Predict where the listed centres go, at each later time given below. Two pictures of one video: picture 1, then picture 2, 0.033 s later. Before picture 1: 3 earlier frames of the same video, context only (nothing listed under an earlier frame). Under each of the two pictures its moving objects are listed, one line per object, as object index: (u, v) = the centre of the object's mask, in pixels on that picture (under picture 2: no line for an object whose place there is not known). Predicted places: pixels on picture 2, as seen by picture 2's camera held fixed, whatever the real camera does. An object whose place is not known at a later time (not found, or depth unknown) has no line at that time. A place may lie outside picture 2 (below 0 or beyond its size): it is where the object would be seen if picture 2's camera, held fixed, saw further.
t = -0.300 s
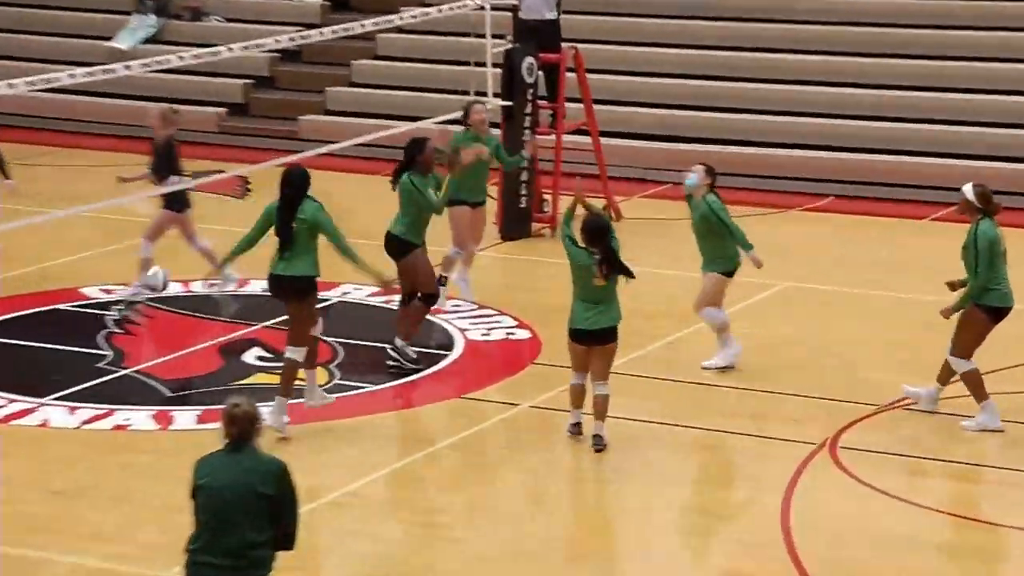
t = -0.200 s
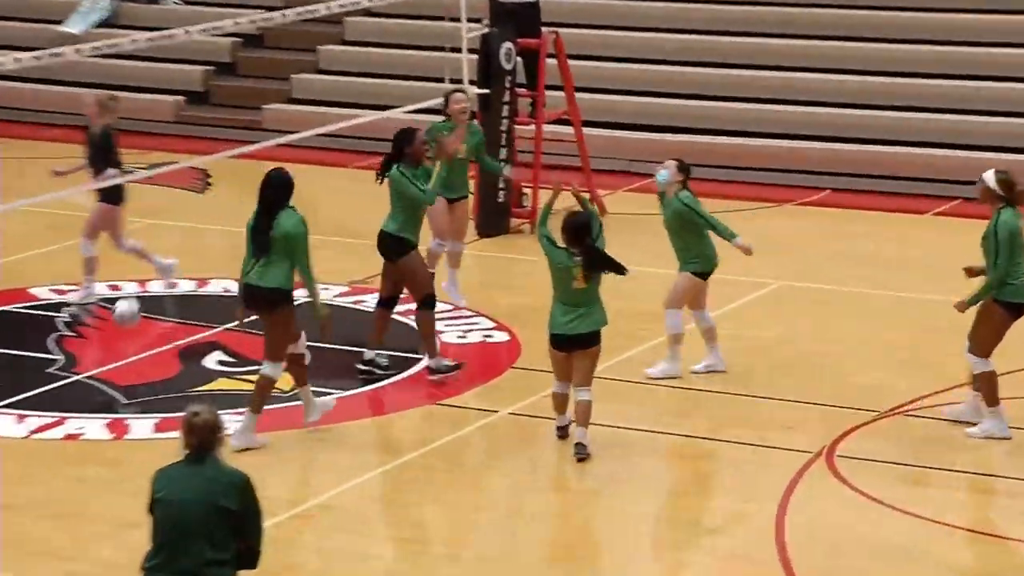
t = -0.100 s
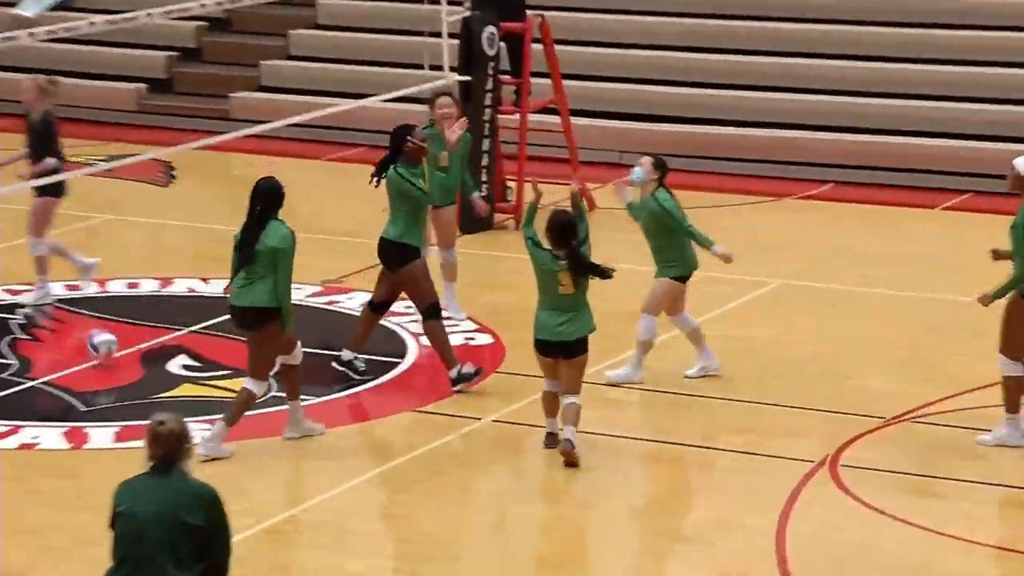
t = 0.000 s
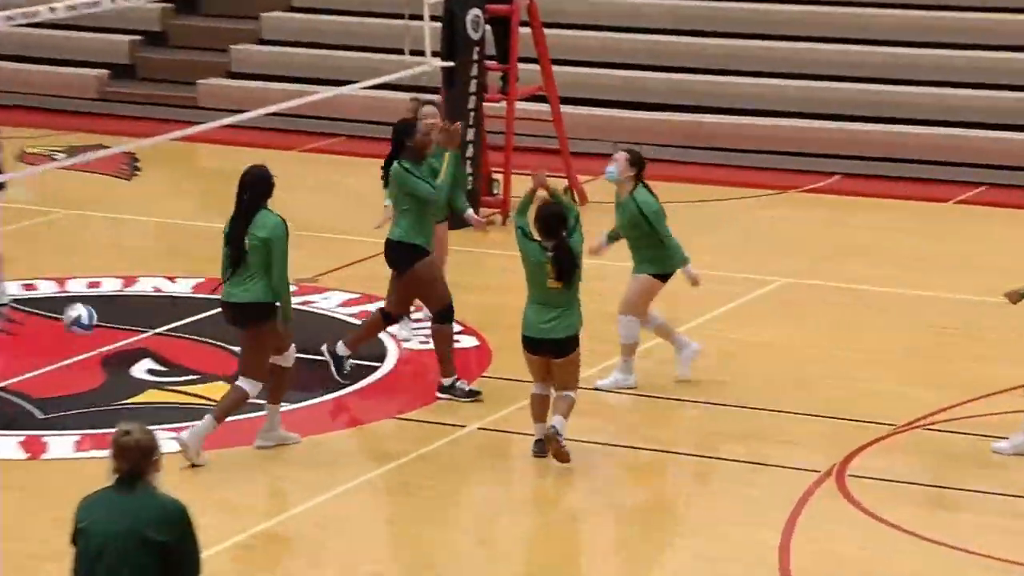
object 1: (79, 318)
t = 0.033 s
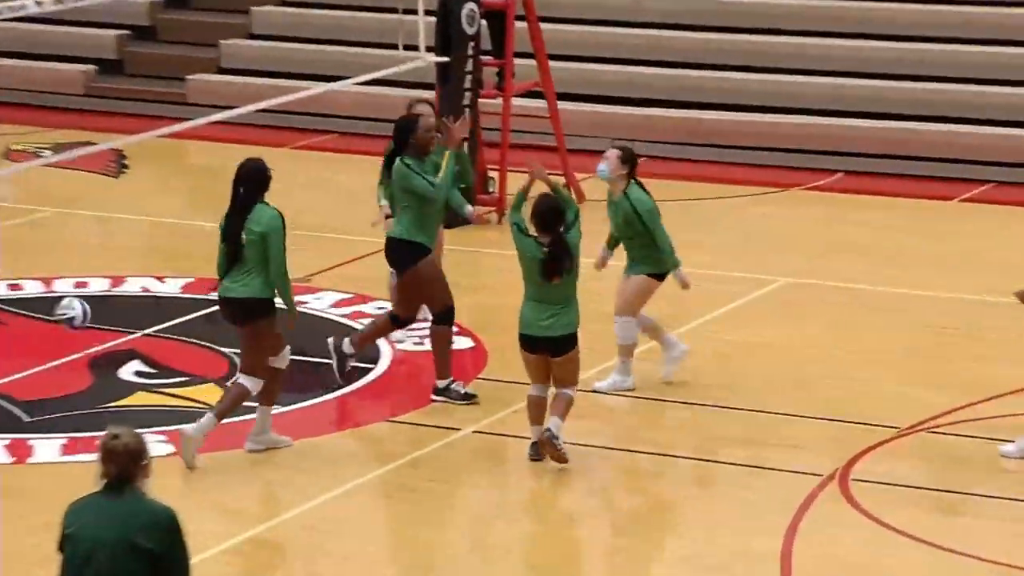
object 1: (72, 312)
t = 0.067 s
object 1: (78, 309)
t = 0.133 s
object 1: (93, 305)
